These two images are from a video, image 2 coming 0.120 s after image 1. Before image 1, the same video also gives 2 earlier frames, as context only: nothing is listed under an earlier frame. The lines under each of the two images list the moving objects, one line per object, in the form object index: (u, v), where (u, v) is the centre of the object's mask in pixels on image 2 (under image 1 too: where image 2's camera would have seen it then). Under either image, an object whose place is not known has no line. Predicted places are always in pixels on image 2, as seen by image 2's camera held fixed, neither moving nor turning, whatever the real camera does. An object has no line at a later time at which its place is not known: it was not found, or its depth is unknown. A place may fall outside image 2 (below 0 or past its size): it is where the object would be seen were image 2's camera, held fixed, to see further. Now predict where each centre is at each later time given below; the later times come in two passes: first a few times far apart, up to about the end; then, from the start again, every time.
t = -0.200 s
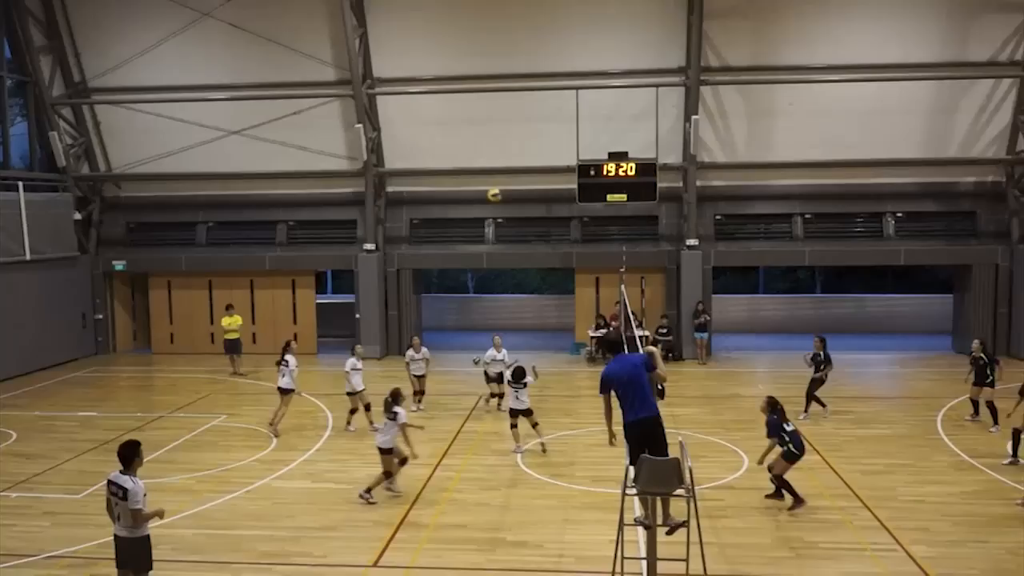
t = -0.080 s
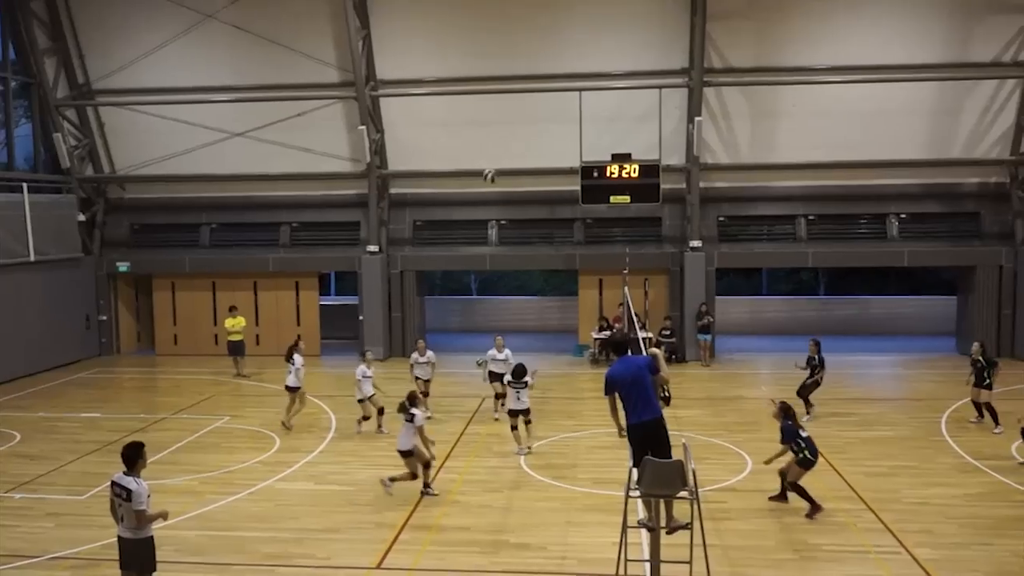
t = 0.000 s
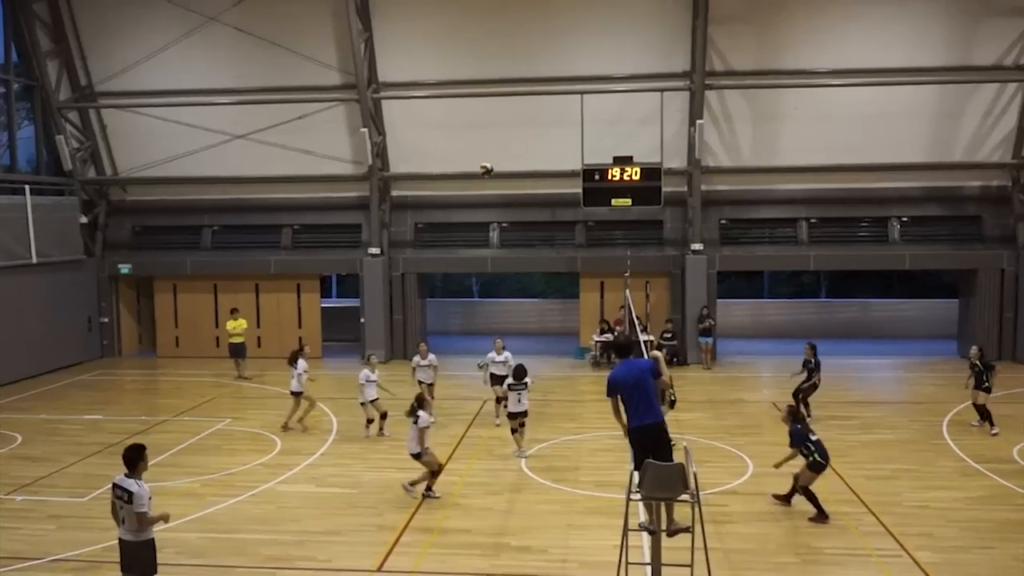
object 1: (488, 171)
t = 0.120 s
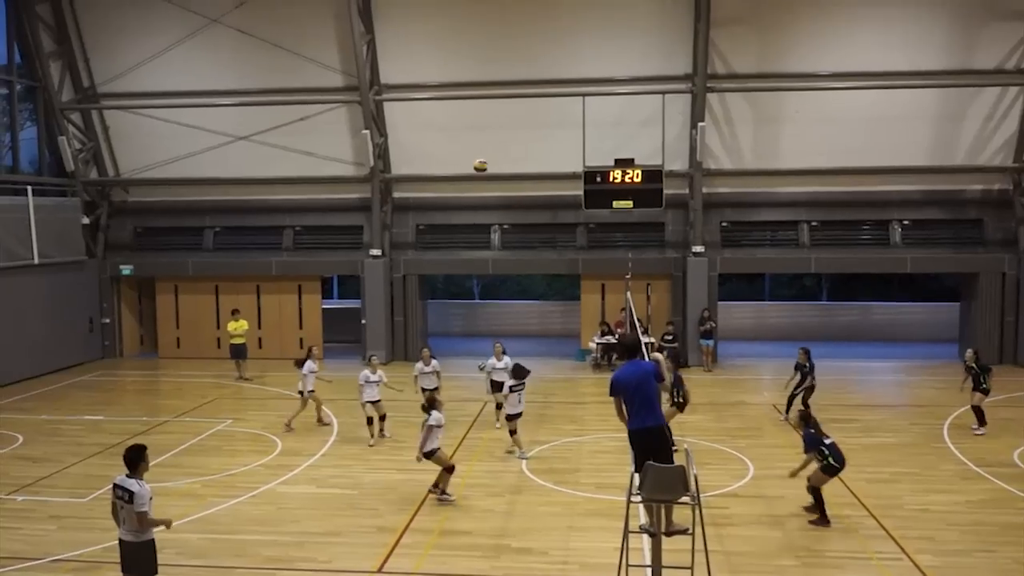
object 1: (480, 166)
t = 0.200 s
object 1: (475, 167)
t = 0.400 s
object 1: (462, 190)
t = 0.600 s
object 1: (450, 243)
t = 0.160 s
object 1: (478, 167)
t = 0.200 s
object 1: (475, 167)
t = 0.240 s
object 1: (472, 170)
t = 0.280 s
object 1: (470, 174)
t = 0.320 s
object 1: (466, 178)
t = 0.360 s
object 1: (465, 183)
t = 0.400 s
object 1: (462, 190)
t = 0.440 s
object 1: (459, 199)
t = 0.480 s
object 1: (457, 207)
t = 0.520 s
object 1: (454, 219)
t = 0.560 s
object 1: (452, 230)
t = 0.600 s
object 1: (450, 243)
